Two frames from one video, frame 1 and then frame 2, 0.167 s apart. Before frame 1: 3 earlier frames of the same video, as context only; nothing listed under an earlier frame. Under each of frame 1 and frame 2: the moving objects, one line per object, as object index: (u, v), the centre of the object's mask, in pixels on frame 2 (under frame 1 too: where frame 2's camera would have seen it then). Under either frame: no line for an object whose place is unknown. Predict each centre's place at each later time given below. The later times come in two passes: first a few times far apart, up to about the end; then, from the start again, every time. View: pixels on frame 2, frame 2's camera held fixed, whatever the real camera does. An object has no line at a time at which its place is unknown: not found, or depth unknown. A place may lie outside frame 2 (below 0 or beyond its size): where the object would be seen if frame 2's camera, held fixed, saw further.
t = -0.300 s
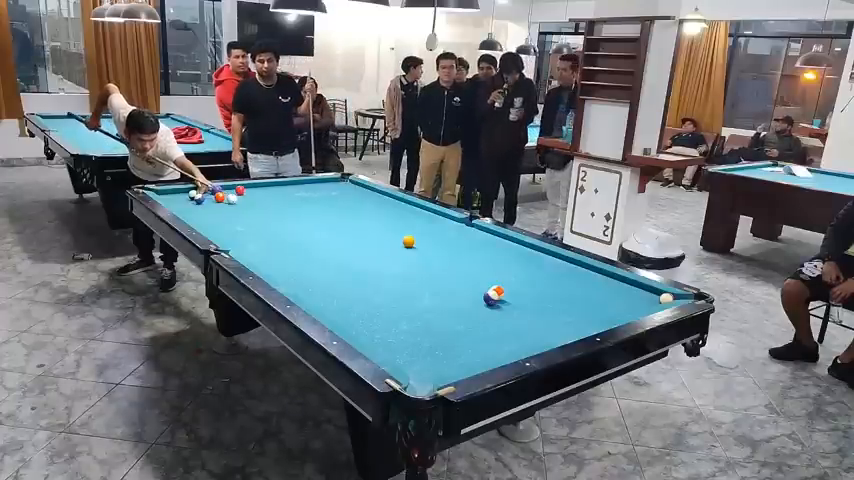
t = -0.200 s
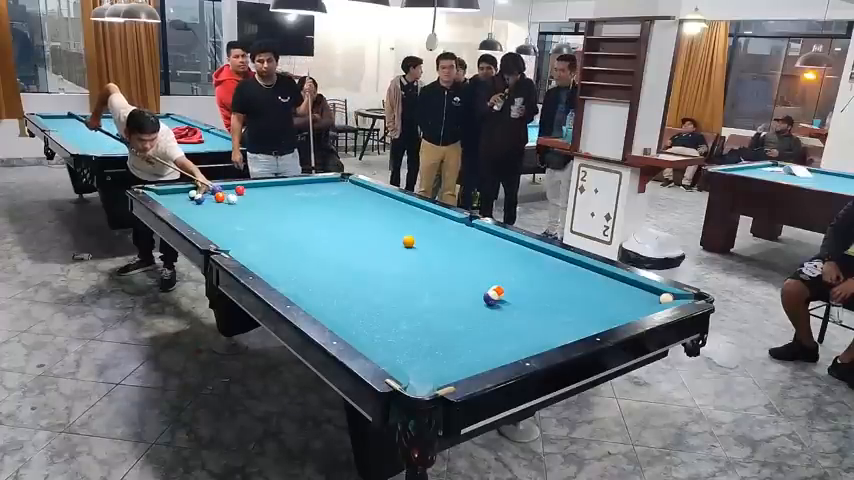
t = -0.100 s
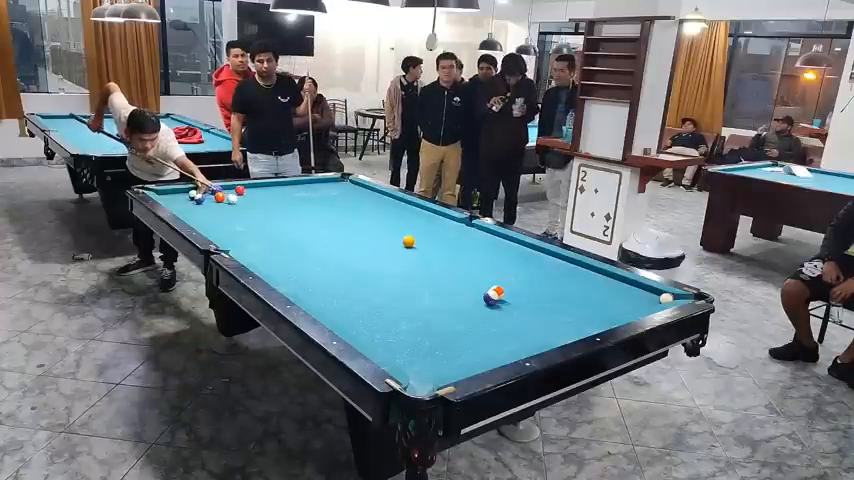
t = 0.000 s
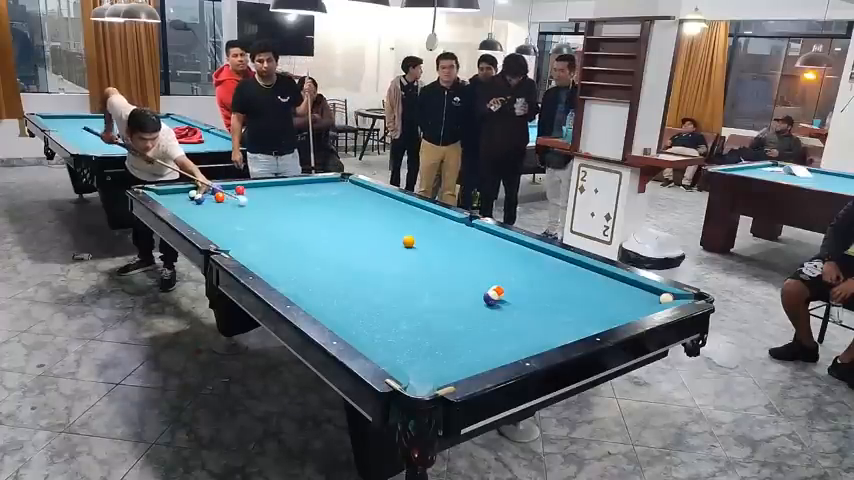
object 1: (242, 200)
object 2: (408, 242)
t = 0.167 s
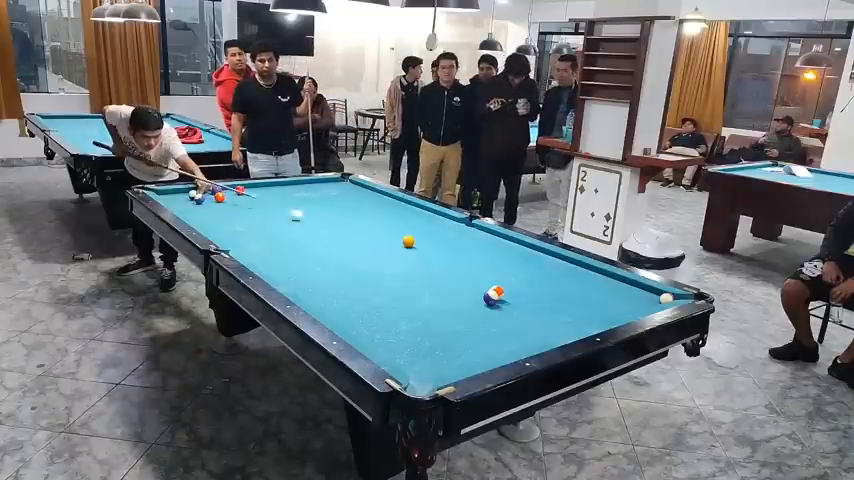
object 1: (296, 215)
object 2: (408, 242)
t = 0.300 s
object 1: (344, 227)
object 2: (408, 242)
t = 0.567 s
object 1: (401, 253)
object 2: (461, 245)
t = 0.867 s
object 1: (440, 285)
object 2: (544, 253)
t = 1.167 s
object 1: (492, 329)
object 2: (545, 267)
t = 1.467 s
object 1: (478, 334)
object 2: (547, 285)
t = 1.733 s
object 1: (430, 314)
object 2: (549, 303)
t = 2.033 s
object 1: (384, 296)
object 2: (552, 326)
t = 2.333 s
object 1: (344, 280)
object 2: (526, 337)
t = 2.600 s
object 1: (313, 268)
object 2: (483, 335)
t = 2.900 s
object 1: (282, 256)
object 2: (437, 333)
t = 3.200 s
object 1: (255, 246)
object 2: (393, 331)
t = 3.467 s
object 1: (234, 237)
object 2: (357, 328)
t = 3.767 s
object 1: (214, 228)
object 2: (358, 320)
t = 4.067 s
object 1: (202, 221)
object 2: (364, 311)
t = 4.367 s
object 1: (198, 215)
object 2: (369, 303)
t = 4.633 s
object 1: (195, 210)
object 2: (372, 297)
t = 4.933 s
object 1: (191, 205)
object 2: (375, 291)
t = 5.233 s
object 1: (189, 201)
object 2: (378, 287)
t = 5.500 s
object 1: (187, 197)
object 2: (380, 283)
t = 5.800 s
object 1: (180, 195)
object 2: (382, 280)
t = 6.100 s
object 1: (173, 193)
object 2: (384, 278)
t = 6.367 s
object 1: (169, 192)
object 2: (385, 276)
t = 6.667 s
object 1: (166, 192)
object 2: (386, 274)
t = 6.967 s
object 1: (166, 192)
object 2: (387, 274)
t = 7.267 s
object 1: (165, 193)
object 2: (387, 274)
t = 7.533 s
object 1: (165, 193)
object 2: (387, 273)
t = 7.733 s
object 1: (165, 193)
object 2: (387, 273)
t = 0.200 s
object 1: (308, 218)
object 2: (408, 242)
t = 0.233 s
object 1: (320, 221)
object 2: (408, 242)
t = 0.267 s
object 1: (332, 224)
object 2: (408, 242)
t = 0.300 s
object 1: (344, 227)
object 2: (408, 242)
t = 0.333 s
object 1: (357, 230)
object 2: (408, 242)
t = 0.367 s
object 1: (371, 233)
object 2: (408, 242)
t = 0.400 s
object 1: (384, 237)
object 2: (408, 241)
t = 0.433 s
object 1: (396, 241)
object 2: (410, 241)
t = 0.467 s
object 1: (396, 244)
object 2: (424, 242)
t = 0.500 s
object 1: (397, 246)
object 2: (437, 243)
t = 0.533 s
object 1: (399, 249)
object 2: (449, 245)
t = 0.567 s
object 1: (401, 253)
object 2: (461, 245)
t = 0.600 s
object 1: (405, 255)
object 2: (471, 246)
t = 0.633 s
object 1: (409, 259)
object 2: (481, 246)
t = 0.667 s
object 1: (413, 262)
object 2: (490, 247)
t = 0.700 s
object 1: (417, 266)
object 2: (500, 248)
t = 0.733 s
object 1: (421, 269)
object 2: (510, 249)
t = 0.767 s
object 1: (426, 273)
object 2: (520, 250)
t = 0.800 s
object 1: (431, 277)
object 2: (529, 250)
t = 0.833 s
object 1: (435, 281)
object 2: (539, 251)
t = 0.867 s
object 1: (440, 285)
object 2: (544, 253)
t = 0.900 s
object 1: (445, 289)
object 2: (544, 254)
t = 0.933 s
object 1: (450, 293)
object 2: (544, 255)
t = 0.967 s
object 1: (455, 298)
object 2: (544, 257)
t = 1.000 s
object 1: (461, 303)
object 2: (545, 259)
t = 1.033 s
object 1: (466, 307)
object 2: (545, 261)
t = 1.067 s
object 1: (473, 313)
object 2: (545, 262)
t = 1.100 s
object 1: (479, 318)
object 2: (545, 263)
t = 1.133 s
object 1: (485, 323)
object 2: (545, 265)
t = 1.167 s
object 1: (492, 329)
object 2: (545, 267)
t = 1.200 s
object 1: (499, 334)
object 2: (546, 269)
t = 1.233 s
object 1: (506, 340)
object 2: (546, 271)
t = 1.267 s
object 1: (513, 344)
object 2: (546, 273)
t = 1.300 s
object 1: (514, 346)
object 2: (546, 275)
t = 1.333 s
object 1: (506, 344)
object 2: (546, 277)
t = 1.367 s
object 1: (500, 342)
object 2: (546, 279)
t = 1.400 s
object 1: (493, 339)
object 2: (547, 281)
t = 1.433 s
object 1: (486, 337)
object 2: (547, 283)
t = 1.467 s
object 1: (478, 334)
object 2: (547, 285)
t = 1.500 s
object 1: (472, 331)
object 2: (547, 288)
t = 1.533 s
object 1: (466, 329)
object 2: (547, 290)
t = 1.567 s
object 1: (460, 326)
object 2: (548, 292)
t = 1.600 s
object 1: (454, 324)
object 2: (548, 294)
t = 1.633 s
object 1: (447, 321)
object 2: (548, 296)
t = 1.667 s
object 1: (442, 319)
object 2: (549, 298)
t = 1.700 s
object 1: (436, 317)
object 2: (549, 301)
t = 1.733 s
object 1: (430, 314)
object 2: (549, 303)
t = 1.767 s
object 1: (424, 312)
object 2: (549, 305)
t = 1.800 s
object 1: (419, 310)
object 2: (550, 308)
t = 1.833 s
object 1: (414, 308)
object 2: (550, 310)
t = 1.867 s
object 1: (408, 305)
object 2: (550, 313)
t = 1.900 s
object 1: (403, 303)
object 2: (550, 315)
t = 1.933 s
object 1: (398, 302)
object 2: (551, 318)
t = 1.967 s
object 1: (393, 300)
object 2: (551, 320)
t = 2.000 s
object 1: (388, 298)
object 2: (551, 323)
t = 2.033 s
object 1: (384, 296)
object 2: (552, 326)
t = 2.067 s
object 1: (379, 294)
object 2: (552, 329)
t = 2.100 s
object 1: (374, 292)
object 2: (552, 331)
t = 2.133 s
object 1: (370, 291)
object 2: (552, 333)
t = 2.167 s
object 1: (365, 289)
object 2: (551, 334)
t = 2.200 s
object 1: (360, 287)
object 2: (547, 335)
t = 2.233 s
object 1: (356, 285)
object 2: (542, 336)
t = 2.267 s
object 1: (352, 284)
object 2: (536, 336)
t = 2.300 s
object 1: (348, 282)
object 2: (531, 336)
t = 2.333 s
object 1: (344, 280)
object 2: (526, 337)
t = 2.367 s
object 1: (339, 279)
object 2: (520, 336)
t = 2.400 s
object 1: (335, 277)
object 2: (515, 335)
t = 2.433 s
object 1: (331, 276)
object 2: (509, 335)
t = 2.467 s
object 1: (328, 274)
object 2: (504, 335)
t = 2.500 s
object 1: (324, 272)
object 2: (498, 335)
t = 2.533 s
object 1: (320, 271)
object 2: (493, 335)
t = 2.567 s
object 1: (316, 269)
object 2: (488, 335)
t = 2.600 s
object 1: (313, 268)
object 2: (483, 335)
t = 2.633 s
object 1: (309, 267)
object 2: (478, 334)
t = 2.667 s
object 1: (306, 265)
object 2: (472, 334)
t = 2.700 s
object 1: (302, 264)
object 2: (467, 334)
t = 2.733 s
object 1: (298, 263)
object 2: (462, 334)
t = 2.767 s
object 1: (295, 261)
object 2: (457, 333)
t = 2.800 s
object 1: (292, 260)
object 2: (452, 333)
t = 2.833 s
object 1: (289, 258)
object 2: (447, 333)
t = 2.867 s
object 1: (285, 257)
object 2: (442, 333)
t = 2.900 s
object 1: (282, 256)
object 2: (437, 333)
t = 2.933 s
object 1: (279, 255)
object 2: (432, 332)
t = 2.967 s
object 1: (276, 253)
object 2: (427, 332)
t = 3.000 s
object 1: (273, 252)
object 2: (422, 332)
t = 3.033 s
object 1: (270, 251)
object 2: (417, 332)
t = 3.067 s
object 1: (267, 250)
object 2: (412, 332)
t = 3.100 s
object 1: (264, 249)
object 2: (407, 332)
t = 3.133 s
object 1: (261, 248)
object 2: (402, 331)
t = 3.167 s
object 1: (258, 247)
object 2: (398, 331)
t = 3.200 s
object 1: (255, 246)
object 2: (393, 331)
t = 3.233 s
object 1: (252, 244)
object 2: (388, 331)
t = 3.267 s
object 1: (250, 243)
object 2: (383, 331)
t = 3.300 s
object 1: (247, 242)
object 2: (379, 331)
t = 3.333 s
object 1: (245, 241)
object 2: (374, 330)
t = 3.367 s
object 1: (242, 240)
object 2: (369, 330)
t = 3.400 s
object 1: (239, 239)
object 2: (365, 330)
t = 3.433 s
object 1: (237, 238)
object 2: (360, 329)
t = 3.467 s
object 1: (234, 237)
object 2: (357, 328)
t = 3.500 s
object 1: (232, 236)
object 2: (353, 327)
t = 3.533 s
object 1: (229, 235)
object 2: (354, 327)
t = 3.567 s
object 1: (227, 234)
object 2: (354, 327)
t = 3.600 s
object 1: (225, 233)
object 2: (355, 326)
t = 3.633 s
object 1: (222, 232)
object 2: (355, 325)
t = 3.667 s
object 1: (220, 231)
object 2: (356, 324)
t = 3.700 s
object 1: (218, 230)
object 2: (357, 322)
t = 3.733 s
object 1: (216, 229)
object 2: (358, 321)
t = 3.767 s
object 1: (214, 228)
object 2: (358, 320)
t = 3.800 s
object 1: (212, 227)
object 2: (359, 319)
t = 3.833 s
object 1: (210, 226)
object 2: (359, 318)
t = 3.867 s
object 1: (207, 225)
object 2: (360, 317)
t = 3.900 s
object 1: (206, 224)
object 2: (361, 316)
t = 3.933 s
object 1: (204, 223)
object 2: (361, 315)
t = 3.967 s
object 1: (204, 223)
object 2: (362, 313)
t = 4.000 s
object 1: (203, 222)
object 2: (363, 313)
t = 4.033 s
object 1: (203, 221)
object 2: (363, 312)
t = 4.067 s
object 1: (202, 221)
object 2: (364, 311)
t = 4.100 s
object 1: (202, 220)
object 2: (364, 310)
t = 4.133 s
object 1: (201, 220)
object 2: (365, 309)
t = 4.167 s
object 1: (200, 219)
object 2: (365, 308)
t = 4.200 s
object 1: (200, 219)
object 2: (366, 307)
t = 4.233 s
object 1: (200, 218)
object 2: (367, 306)
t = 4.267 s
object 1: (199, 217)
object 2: (367, 305)
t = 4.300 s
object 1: (198, 216)
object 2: (367, 304)
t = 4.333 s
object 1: (198, 216)
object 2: (368, 304)
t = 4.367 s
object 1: (198, 215)
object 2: (369, 303)
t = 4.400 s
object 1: (197, 215)
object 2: (369, 302)
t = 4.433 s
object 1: (197, 214)
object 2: (370, 301)
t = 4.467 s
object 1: (196, 213)
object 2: (370, 300)
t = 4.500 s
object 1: (196, 213)
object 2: (371, 300)
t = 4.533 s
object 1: (196, 212)
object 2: (371, 299)
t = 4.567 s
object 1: (195, 212)
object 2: (371, 298)
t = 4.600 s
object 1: (195, 211)
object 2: (372, 297)
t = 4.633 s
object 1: (195, 210)
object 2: (372, 297)
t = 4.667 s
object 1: (194, 210)
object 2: (373, 296)
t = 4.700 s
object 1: (194, 209)
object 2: (373, 295)
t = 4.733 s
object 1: (193, 208)
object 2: (374, 295)
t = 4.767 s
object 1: (193, 208)
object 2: (374, 295)
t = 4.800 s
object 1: (192, 207)
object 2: (374, 294)
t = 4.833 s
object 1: (192, 207)
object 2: (375, 293)
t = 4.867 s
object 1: (192, 206)
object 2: (375, 292)
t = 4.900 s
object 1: (192, 206)
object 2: (375, 292)
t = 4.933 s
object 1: (191, 205)
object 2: (375, 291)
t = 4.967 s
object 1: (191, 205)
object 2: (376, 290)
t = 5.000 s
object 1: (191, 204)
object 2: (376, 290)
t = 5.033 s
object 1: (190, 204)
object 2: (376, 289)
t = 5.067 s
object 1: (190, 203)
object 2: (377, 289)
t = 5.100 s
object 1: (190, 203)
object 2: (377, 288)
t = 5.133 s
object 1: (190, 202)
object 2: (377, 288)
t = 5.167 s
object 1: (190, 202)
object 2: (377, 287)
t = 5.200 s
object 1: (190, 202)
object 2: (378, 287)
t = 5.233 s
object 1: (189, 201)
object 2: (378, 287)
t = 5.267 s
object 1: (189, 200)
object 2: (378, 286)
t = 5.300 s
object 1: (188, 200)
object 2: (379, 286)
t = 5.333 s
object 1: (188, 200)
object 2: (379, 285)
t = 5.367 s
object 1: (188, 200)
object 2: (379, 285)
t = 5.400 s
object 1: (188, 199)
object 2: (379, 284)
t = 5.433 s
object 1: (187, 198)
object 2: (380, 284)
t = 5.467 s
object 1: (187, 198)
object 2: (380, 283)
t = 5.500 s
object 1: (187, 197)
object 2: (380, 283)
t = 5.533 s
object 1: (186, 197)
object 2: (381, 283)
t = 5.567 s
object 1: (185, 197)
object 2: (381, 282)
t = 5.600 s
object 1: (185, 197)
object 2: (381, 282)
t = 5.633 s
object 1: (184, 196)
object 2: (381, 281)
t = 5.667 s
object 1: (183, 196)
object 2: (381, 281)
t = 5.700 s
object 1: (183, 196)
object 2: (382, 281)
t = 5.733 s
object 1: (181, 196)
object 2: (382, 280)
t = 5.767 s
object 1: (181, 196)
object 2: (382, 280)
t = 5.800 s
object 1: (180, 195)
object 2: (382, 280)
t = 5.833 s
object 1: (179, 195)
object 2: (383, 280)
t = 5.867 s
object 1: (178, 195)
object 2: (383, 279)
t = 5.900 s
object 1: (178, 194)
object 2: (383, 279)
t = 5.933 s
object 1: (177, 194)
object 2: (383, 279)
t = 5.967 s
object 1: (176, 194)
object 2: (384, 279)
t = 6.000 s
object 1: (176, 194)
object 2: (384, 278)
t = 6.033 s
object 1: (175, 194)
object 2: (384, 278)
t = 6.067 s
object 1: (174, 193)
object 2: (384, 278)
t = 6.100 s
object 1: (173, 193)
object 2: (384, 278)
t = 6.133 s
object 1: (173, 193)
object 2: (384, 277)
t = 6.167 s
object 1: (172, 193)
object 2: (385, 277)
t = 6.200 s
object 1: (172, 193)
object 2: (385, 277)
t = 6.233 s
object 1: (171, 193)
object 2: (385, 277)
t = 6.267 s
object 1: (171, 193)
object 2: (385, 276)
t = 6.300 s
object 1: (170, 192)
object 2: (385, 276)
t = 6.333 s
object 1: (170, 192)
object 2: (385, 276)
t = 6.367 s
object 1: (169, 192)
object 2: (385, 276)
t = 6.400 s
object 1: (168, 192)
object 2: (385, 275)
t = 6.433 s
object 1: (168, 191)
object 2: (386, 275)
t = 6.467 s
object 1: (167, 191)
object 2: (386, 275)
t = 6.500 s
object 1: (167, 191)
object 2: (386, 275)
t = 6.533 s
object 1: (166, 191)
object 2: (386, 275)
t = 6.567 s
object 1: (166, 192)
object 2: (386, 275)
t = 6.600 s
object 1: (166, 192)
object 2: (386, 275)
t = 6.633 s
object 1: (166, 192)
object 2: (386, 274)
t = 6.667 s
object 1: (166, 192)
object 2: (386, 274)
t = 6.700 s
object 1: (166, 192)
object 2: (386, 274)
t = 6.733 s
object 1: (166, 192)
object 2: (386, 274)
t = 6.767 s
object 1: (166, 192)
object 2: (386, 274)
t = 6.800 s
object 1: (166, 192)
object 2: (386, 274)
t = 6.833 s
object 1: (166, 192)
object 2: (386, 274)
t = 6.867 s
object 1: (166, 192)
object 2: (386, 274)
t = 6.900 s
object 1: (166, 192)
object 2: (387, 273)
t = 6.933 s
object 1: (166, 192)
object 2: (387, 273)
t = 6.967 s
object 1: (166, 192)
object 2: (387, 274)
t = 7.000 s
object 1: (166, 192)
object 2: (387, 274)
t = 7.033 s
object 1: (166, 192)
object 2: (387, 274)
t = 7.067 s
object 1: (166, 192)
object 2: (387, 274)
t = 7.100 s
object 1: (166, 192)
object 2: (387, 274)
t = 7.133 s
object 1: (166, 192)
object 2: (387, 274)
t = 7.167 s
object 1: (166, 192)
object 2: (387, 274)
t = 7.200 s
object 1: (165, 193)
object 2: (387, 274)
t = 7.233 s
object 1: (165, 193)
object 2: (387, 274)
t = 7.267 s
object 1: (165, 193)
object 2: (387, 274)
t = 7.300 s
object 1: (165, 193)
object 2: (387, 274)
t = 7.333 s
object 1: (165, 193)
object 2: (387, 273)
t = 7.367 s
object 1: (165, 193)
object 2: (387, 273)
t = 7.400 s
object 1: (165, 193)
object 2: (387, 273)
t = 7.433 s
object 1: (165, 193)
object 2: (387, 273)
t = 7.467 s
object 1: (165, 193)
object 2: (387, 273)
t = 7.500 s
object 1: (165, 193)
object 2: (387, 273)
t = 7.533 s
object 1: (165, 193)
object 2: (387, 273)
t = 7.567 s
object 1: (165, 193)
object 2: (387, 273)
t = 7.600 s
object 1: (165, 193)
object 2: (387, 273)
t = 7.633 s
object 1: (165, 193)
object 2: (387, 273)
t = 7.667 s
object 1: (165, 193)
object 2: (387, 273)
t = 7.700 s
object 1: (165, 193)
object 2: (387, 273)
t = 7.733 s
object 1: (165, 193)
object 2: (387, 273)
